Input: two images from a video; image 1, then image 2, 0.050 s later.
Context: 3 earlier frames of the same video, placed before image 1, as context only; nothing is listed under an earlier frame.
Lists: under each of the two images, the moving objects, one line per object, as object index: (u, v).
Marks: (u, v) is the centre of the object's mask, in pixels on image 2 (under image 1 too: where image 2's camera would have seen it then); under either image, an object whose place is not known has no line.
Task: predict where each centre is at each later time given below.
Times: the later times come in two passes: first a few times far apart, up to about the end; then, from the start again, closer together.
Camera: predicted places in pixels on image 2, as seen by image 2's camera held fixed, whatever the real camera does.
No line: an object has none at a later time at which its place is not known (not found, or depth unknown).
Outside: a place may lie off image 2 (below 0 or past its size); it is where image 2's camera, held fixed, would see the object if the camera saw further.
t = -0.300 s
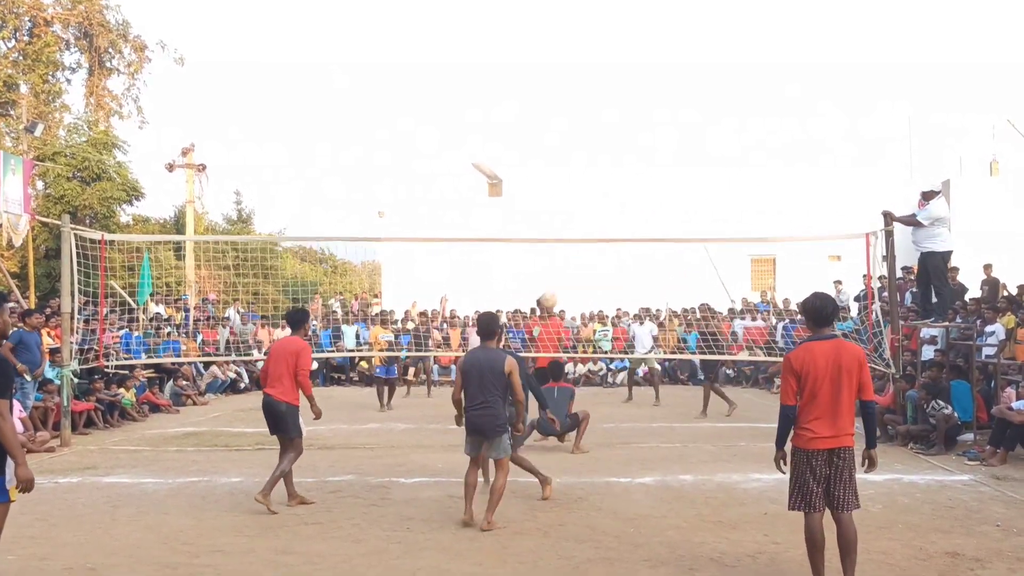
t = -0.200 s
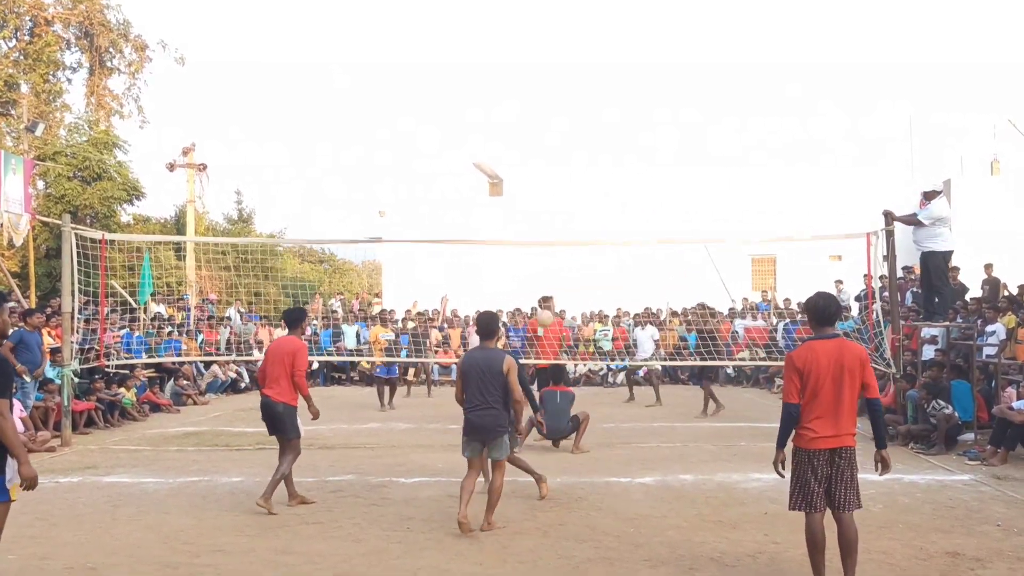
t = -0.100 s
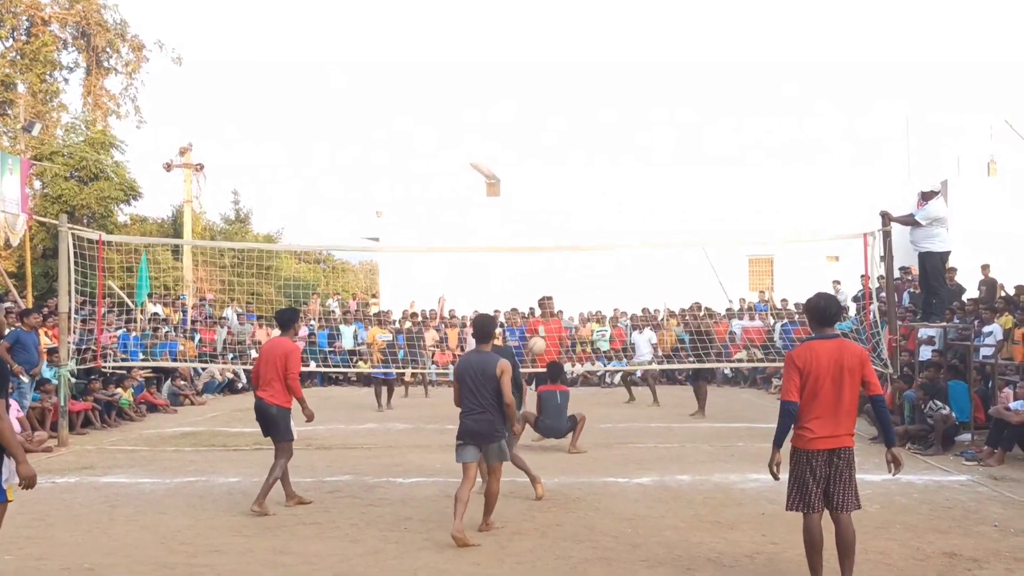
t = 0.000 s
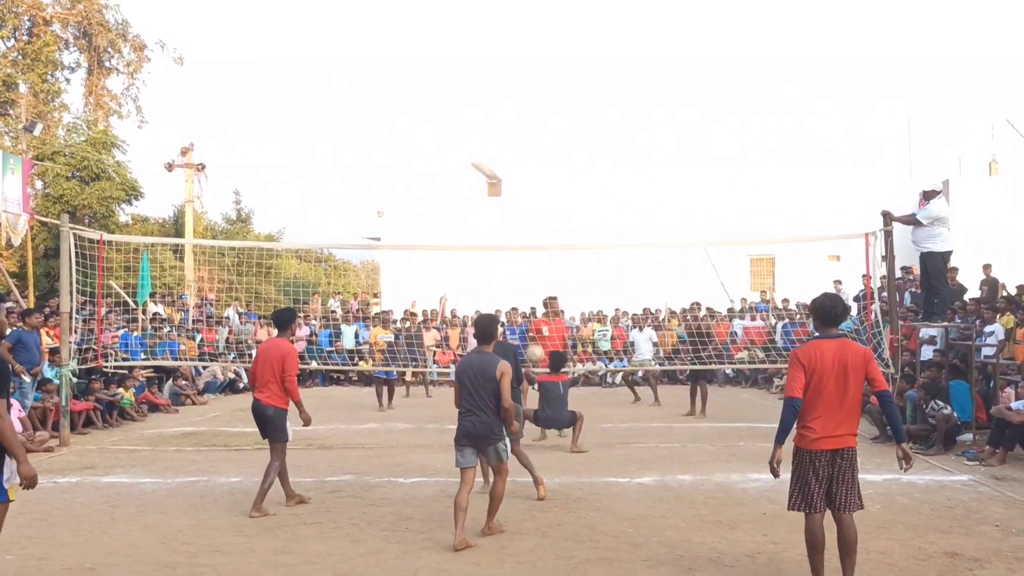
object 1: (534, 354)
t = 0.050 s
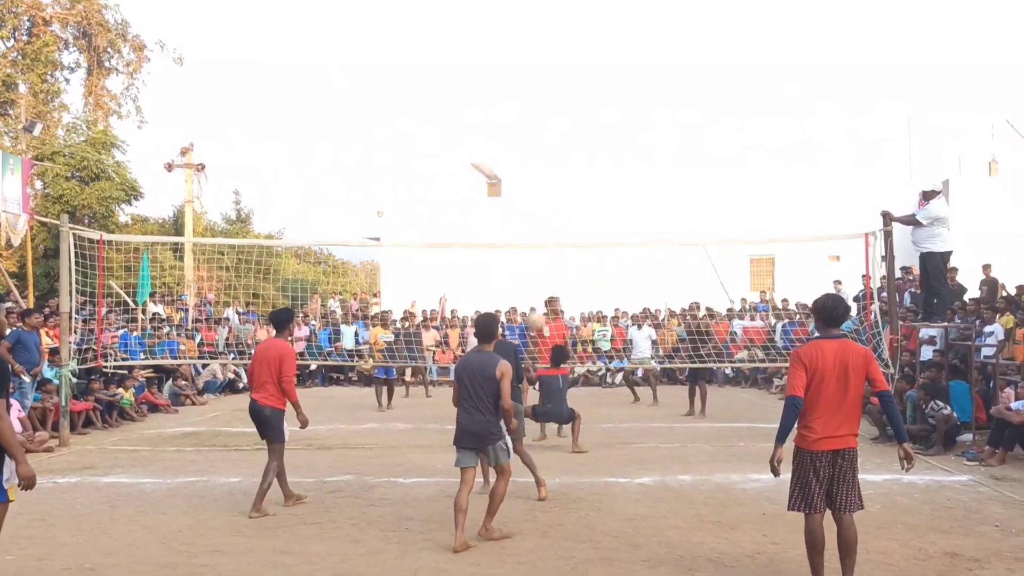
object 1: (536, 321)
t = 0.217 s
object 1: (540, 217)
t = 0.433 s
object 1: (547, 108)
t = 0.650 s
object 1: (557, 31)
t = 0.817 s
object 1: (565, 6)
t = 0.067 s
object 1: (536, 311)
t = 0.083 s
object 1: (536, 299)
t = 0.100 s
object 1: (537, 288)
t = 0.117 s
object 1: (537, 278)
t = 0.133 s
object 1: (538, 267)
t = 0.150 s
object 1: (538, 257)
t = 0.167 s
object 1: (538, 247)
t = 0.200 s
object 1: (540, 227)
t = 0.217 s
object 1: (540, 217)
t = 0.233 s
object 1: (541, 207)
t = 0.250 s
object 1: (541, 198)
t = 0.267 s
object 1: (542, 188)
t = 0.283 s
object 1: (542, 180)
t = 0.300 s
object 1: (542, 171)
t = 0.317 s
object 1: (543, 162)
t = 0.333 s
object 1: (543, 154)
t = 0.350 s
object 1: (544, 146)
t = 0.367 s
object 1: (544, 138)
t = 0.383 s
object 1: (545, 130)
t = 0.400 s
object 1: (546, 122)
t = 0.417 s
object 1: (546, 115)
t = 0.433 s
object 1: (547, 108)
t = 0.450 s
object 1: (548, 100)
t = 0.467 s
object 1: (548, 93)
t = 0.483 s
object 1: (549, 86)
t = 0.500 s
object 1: (550, 80)
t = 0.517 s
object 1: (550, 73)
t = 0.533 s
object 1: (551, 67)
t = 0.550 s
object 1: (552, 61)
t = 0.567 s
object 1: (552, 56)
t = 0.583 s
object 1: (553, 50)
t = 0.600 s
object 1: (554, 46)
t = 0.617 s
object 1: (555, 41)
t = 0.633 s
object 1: (555, 37)
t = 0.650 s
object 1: (557, 31)
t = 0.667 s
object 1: (557, 27)
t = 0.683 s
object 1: (558, 23)
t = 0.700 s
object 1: (559, 19)
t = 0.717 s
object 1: (559, 16)
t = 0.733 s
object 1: (560, 13)
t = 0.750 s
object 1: (561, 11)
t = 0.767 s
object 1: (562, 9)
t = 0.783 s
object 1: (563, 8)
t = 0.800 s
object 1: (564, 7)
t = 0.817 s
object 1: (565, 6)
